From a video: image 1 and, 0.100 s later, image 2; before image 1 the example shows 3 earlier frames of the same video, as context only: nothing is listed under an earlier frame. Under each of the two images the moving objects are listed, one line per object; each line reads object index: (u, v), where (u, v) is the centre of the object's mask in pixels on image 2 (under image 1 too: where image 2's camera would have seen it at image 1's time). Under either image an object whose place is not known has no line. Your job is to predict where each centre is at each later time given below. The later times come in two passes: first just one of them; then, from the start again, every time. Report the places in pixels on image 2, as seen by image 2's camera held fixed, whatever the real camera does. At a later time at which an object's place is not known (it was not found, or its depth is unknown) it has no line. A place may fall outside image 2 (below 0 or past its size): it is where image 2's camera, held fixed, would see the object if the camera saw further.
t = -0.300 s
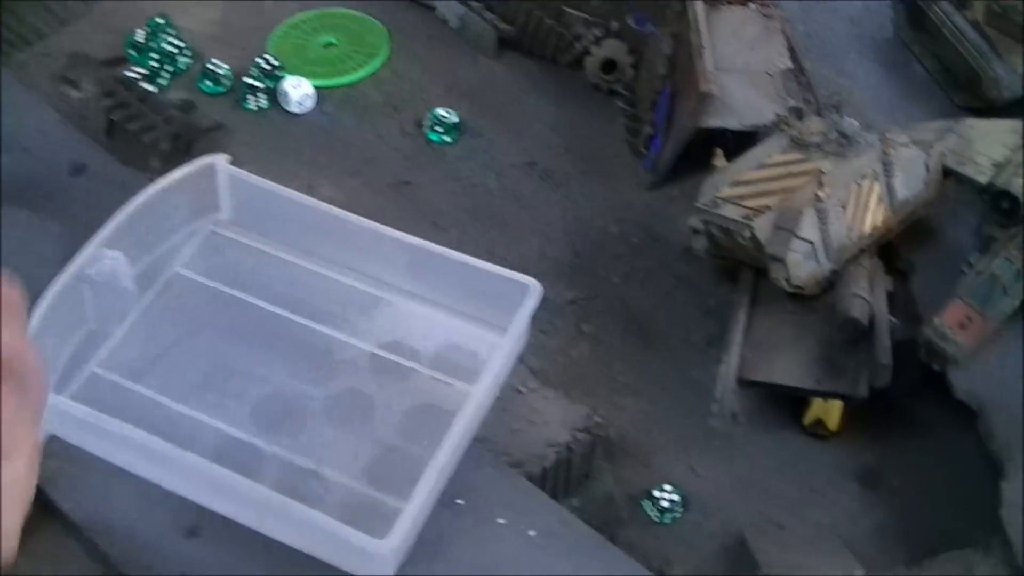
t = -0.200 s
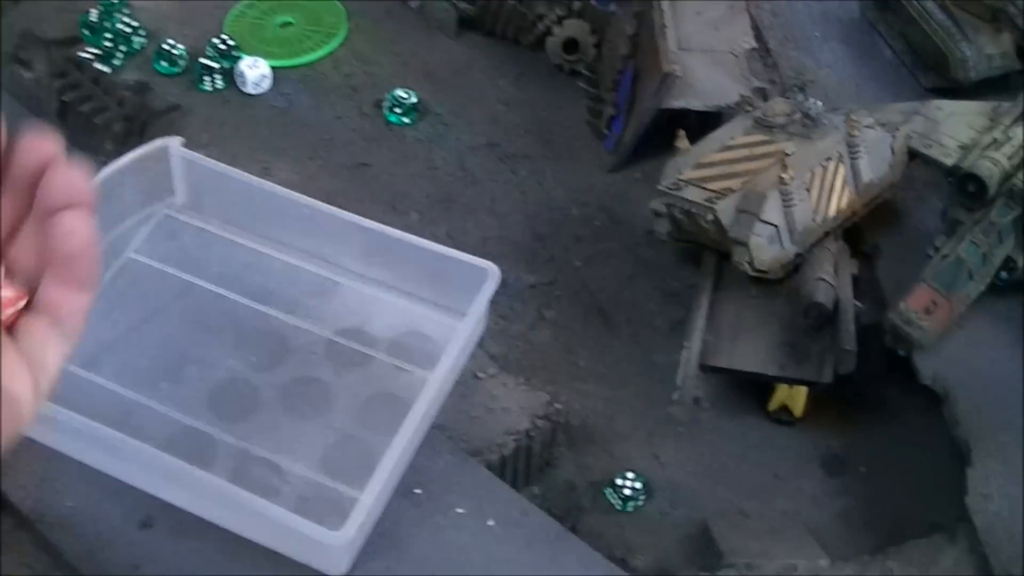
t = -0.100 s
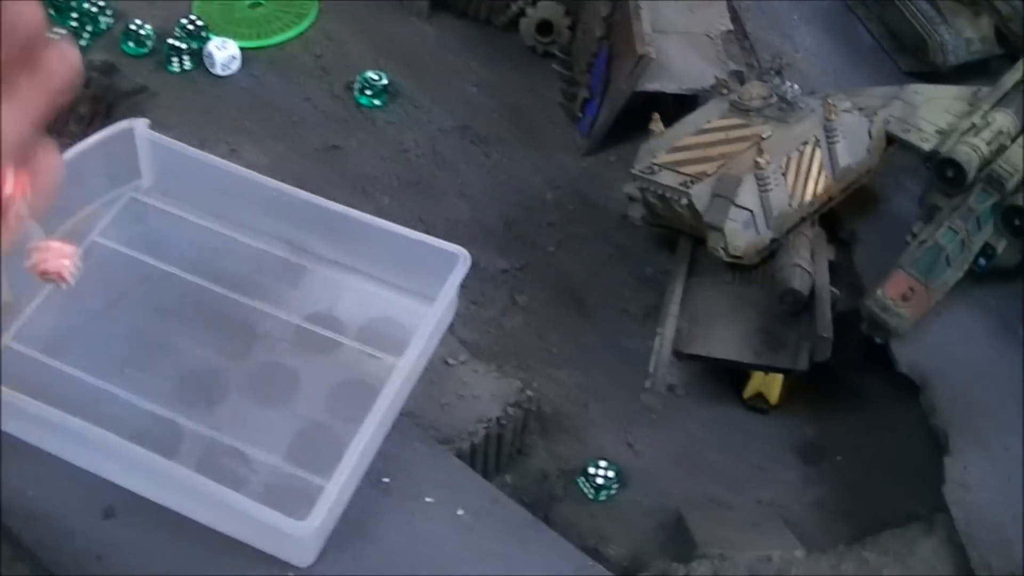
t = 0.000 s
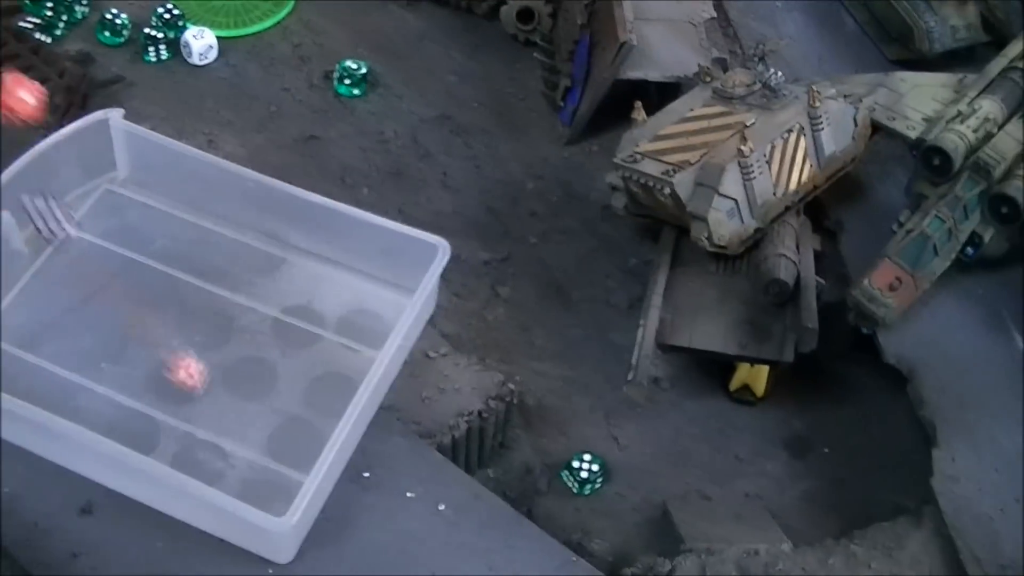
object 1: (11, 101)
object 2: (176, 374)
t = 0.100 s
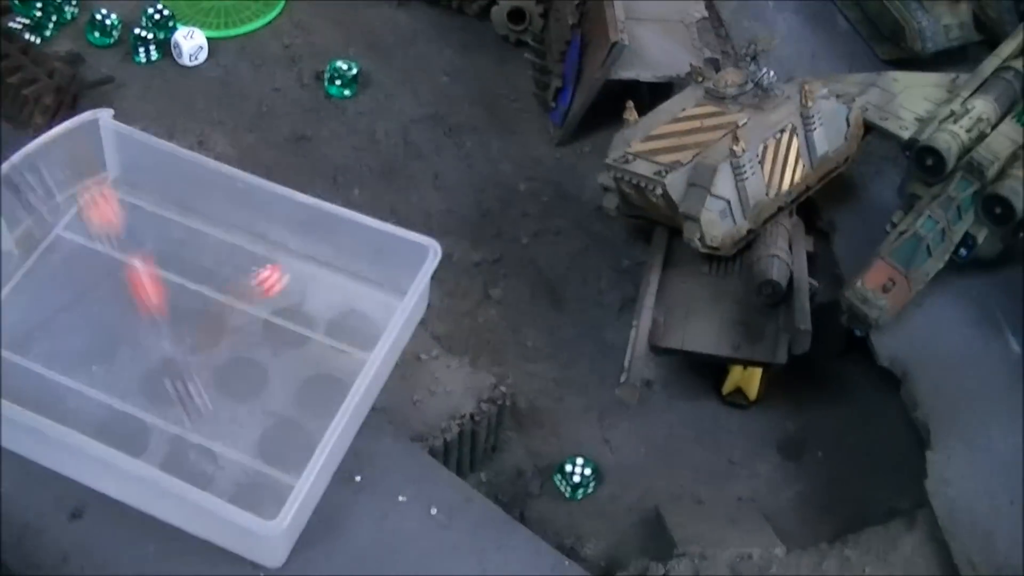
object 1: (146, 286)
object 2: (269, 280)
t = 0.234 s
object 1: (243, 373)
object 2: (318, 307)
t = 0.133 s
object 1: (191, 374)
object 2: (300, 262)
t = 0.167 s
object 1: (221, 402)
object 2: (305, 274)
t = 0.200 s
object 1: (232, 383)
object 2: (310, 291)
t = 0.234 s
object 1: (243, 373)
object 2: (318, 307)
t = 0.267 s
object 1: (253, 357)
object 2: (323, 321)
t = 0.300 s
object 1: (262, 341)
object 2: (333, 330)
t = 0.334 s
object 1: (267, 329)
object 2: (339, 340)
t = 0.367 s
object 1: (271, 320)
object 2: (342, 344)
